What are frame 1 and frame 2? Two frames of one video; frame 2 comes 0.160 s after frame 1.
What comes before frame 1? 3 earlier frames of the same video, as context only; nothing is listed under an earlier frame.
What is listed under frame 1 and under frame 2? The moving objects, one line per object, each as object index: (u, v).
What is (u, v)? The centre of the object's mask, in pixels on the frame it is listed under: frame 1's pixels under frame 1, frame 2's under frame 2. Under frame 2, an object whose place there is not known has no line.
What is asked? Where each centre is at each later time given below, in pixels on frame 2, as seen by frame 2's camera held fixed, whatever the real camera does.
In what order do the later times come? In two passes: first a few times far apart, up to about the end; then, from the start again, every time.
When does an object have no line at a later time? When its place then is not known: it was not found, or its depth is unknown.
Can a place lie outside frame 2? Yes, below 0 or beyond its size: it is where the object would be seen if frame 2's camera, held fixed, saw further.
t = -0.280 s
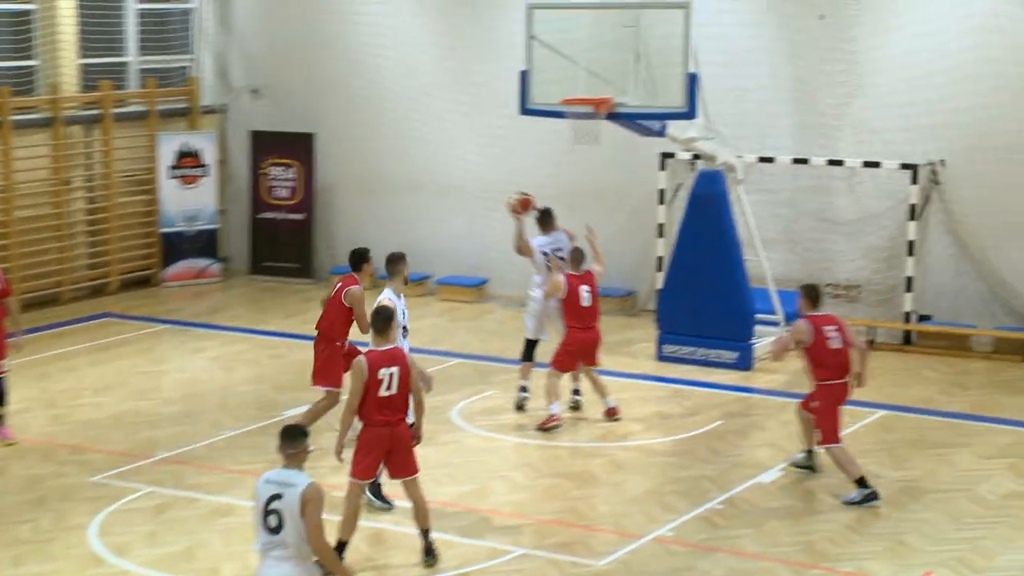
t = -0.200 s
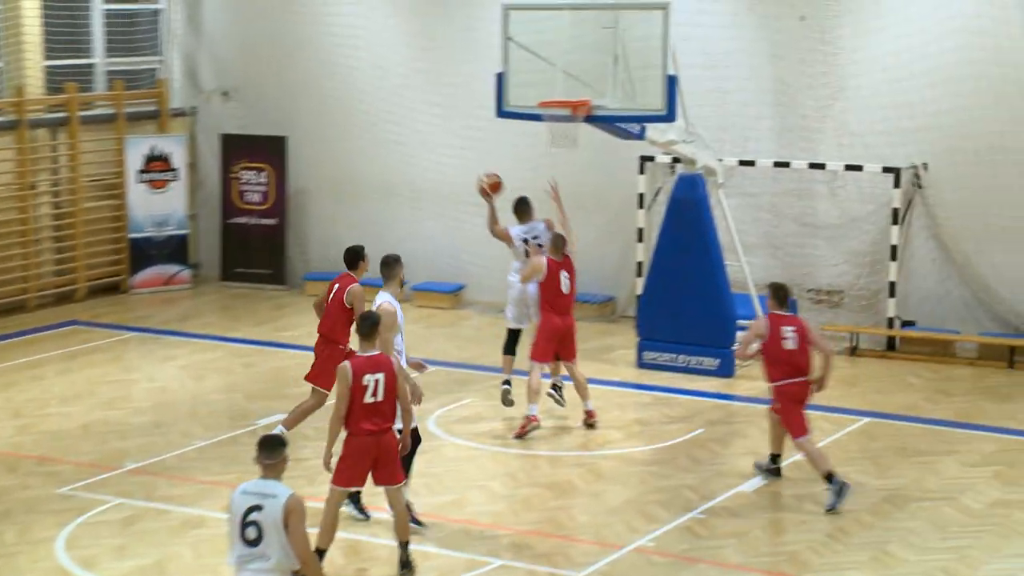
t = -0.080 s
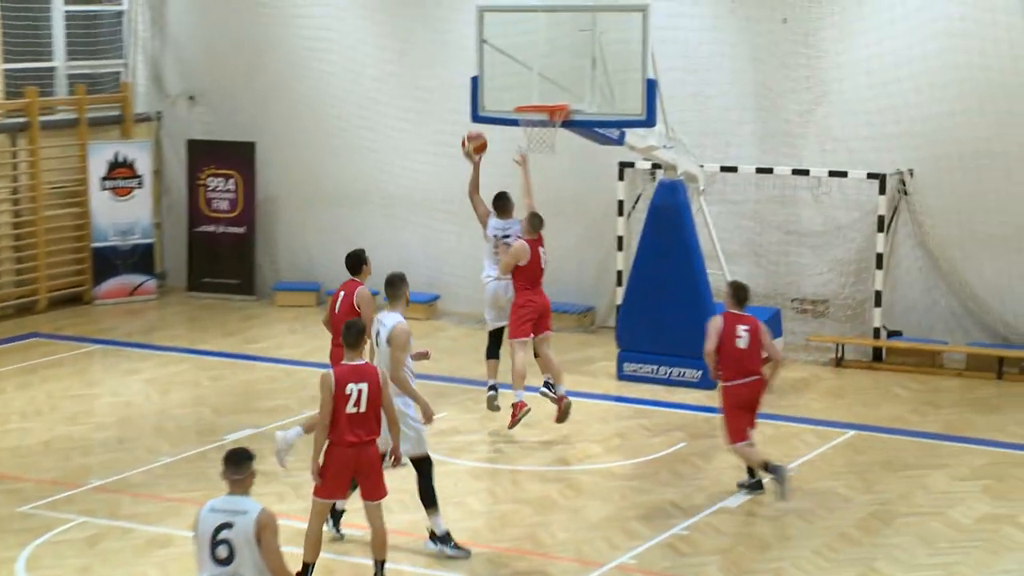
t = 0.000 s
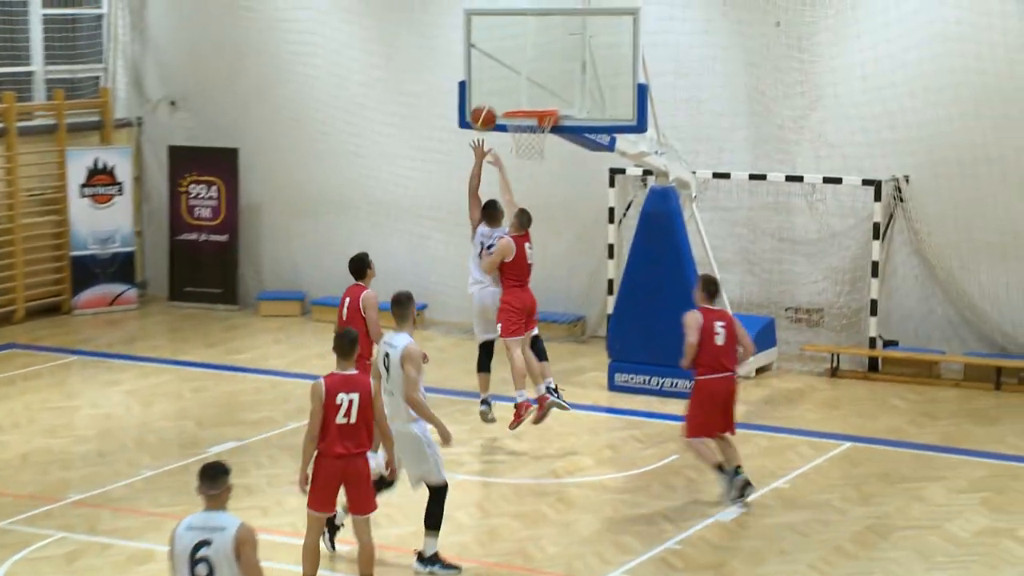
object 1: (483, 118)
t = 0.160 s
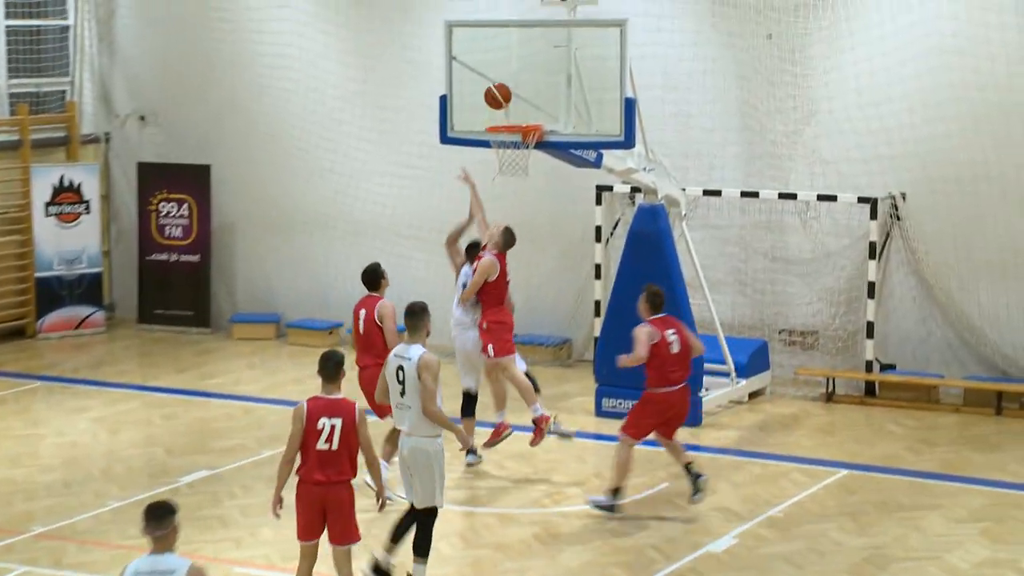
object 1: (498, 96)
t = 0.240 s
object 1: (501, 96)
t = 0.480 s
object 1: (513, 129)
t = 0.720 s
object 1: (519, 157)
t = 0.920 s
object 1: (512, 195)
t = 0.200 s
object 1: (499, 95)
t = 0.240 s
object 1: (501, 96)
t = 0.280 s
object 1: (502, 99)
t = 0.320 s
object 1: (504, 103)
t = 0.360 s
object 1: (506, 110)
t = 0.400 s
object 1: (507, 117)
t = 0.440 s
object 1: (509, 124)
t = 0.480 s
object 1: (513, 129)
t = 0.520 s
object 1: (517, 136)
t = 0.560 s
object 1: (520, 142)
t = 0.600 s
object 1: (521, 145)
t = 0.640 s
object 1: (522, 149)
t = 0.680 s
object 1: (520, 154)
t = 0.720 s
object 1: (519, 157)
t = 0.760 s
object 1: (518, 163)
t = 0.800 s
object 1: (517, 168)
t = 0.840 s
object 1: (515, 177)
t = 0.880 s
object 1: (513, 186)
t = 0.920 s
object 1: (512, 195)
